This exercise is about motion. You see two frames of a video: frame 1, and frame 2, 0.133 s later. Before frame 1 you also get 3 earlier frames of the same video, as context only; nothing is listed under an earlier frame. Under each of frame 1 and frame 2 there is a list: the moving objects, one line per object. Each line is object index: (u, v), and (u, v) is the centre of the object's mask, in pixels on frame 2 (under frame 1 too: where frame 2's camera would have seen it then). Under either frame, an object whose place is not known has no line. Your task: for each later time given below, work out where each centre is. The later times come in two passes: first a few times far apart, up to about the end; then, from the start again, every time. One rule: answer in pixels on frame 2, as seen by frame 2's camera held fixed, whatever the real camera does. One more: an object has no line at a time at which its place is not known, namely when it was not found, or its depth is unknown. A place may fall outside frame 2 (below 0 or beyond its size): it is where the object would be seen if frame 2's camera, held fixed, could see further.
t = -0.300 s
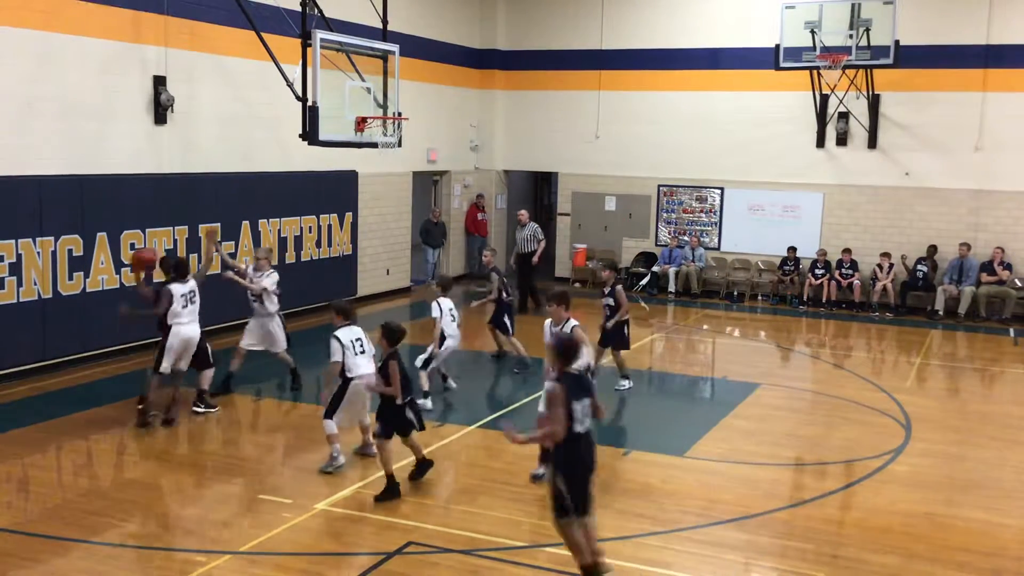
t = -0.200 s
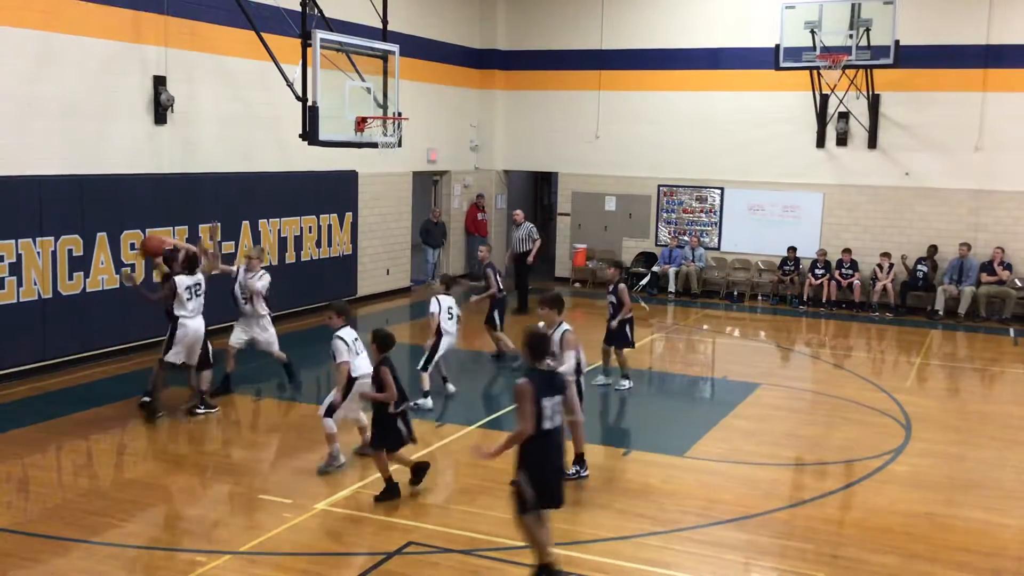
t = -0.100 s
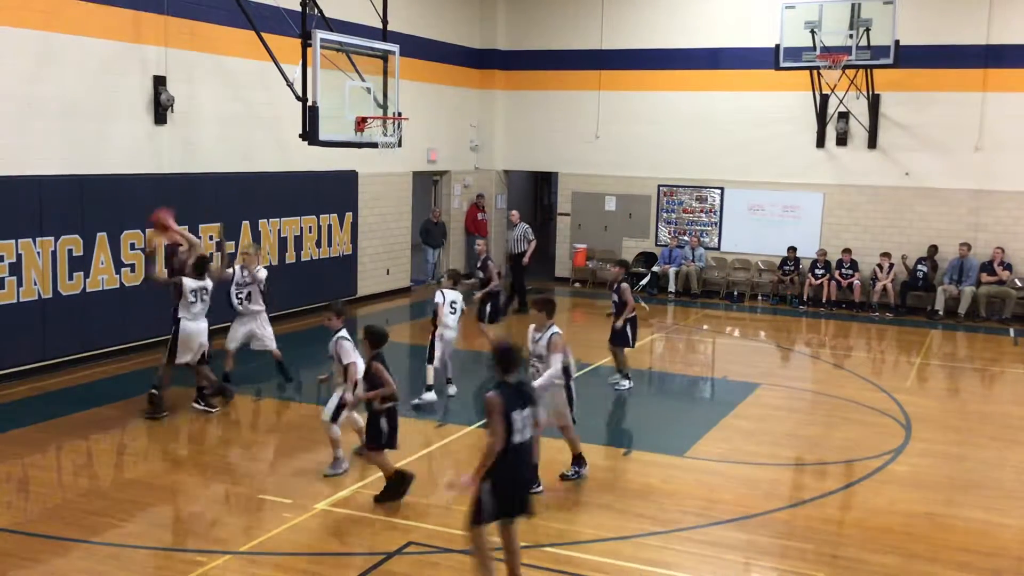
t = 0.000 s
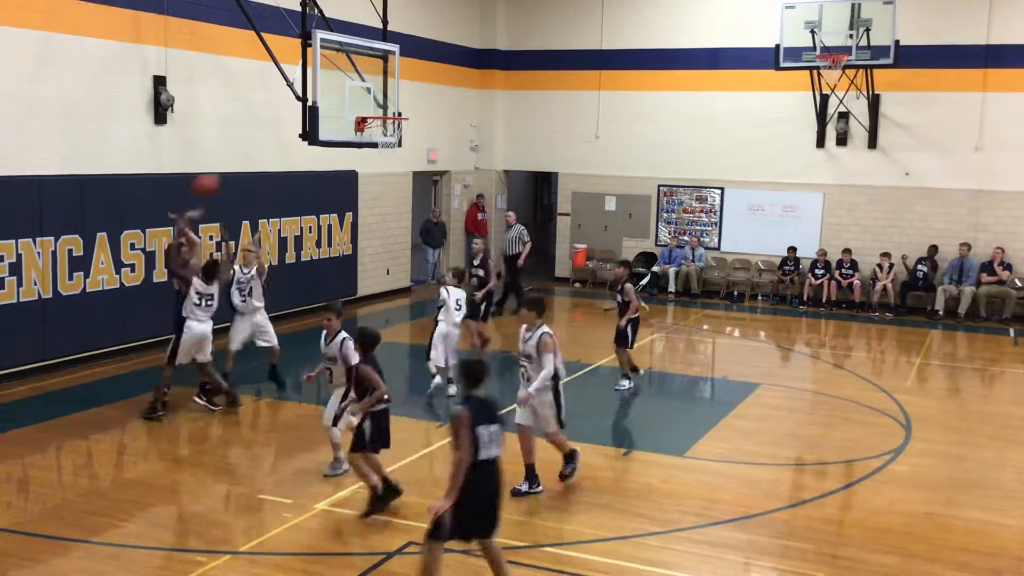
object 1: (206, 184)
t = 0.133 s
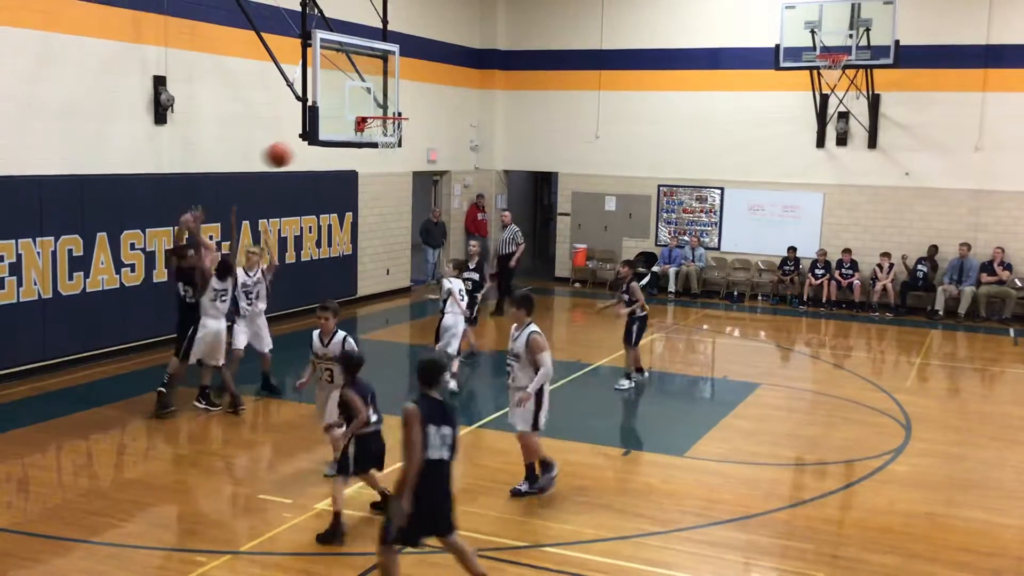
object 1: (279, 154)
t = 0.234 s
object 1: (334, 144)
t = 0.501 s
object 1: (486, 163)
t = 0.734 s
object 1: (626, 245)
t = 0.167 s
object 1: (297, 150)
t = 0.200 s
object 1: (315, 146)
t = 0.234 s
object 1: (334, 144)
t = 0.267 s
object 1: (353, 142)
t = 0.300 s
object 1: (372, 143)
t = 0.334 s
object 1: (390, 143)
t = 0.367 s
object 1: (409, 144)
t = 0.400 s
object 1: (427, 147)
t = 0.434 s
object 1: (447, 151)
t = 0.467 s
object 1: (467, 157)
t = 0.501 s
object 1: (486, 163)
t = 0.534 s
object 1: (507, 171)
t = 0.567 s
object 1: (529, 180)
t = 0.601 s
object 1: (546, 190)
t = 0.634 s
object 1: (568, 202)
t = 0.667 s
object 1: (587, 215)
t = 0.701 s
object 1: (606, 229)
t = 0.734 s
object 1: (626, 245)
